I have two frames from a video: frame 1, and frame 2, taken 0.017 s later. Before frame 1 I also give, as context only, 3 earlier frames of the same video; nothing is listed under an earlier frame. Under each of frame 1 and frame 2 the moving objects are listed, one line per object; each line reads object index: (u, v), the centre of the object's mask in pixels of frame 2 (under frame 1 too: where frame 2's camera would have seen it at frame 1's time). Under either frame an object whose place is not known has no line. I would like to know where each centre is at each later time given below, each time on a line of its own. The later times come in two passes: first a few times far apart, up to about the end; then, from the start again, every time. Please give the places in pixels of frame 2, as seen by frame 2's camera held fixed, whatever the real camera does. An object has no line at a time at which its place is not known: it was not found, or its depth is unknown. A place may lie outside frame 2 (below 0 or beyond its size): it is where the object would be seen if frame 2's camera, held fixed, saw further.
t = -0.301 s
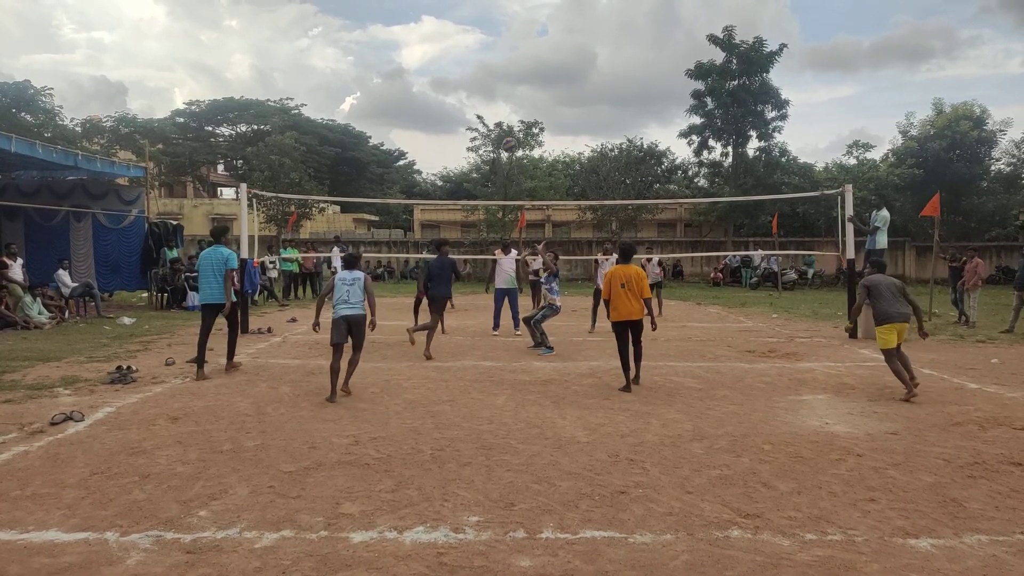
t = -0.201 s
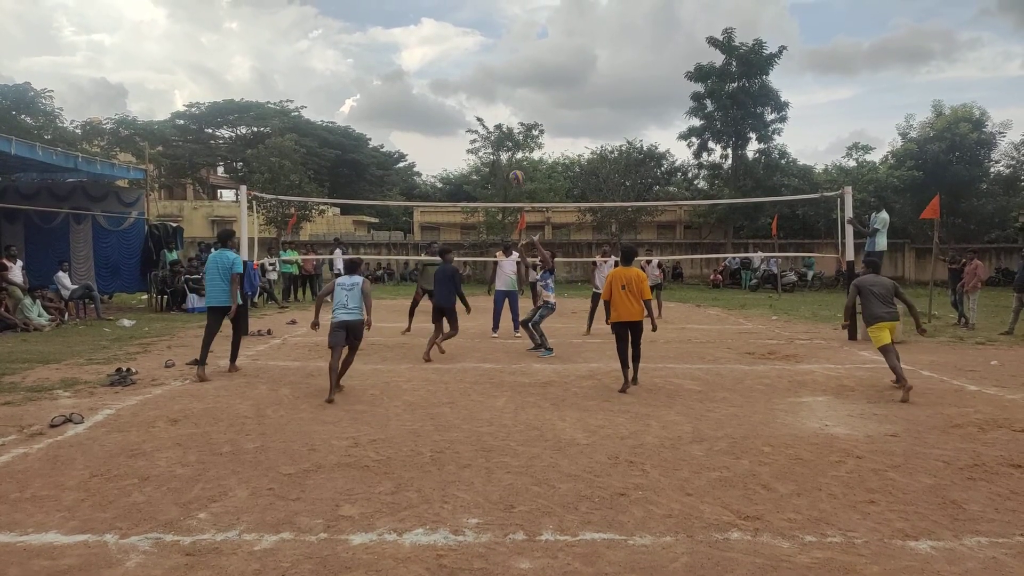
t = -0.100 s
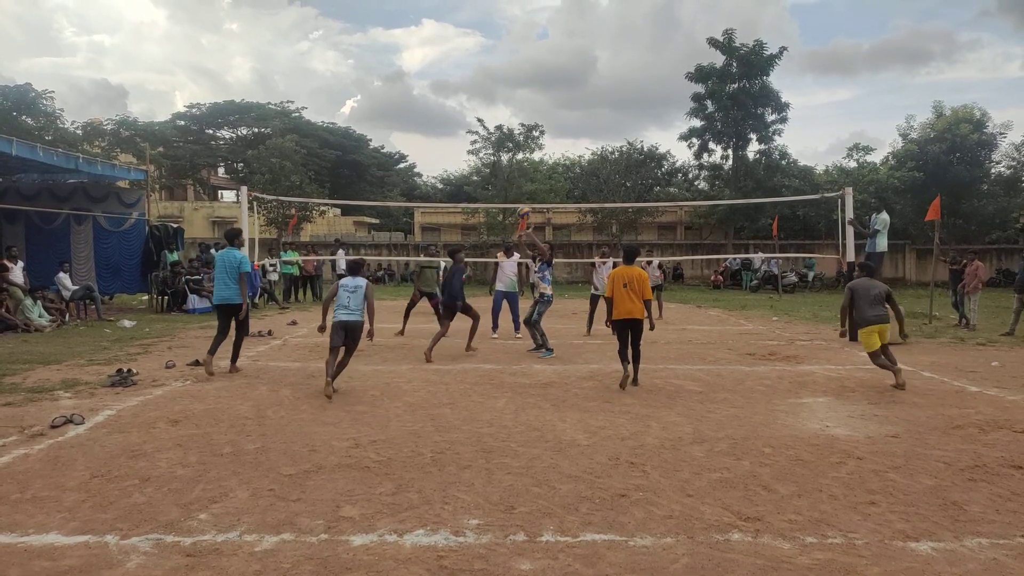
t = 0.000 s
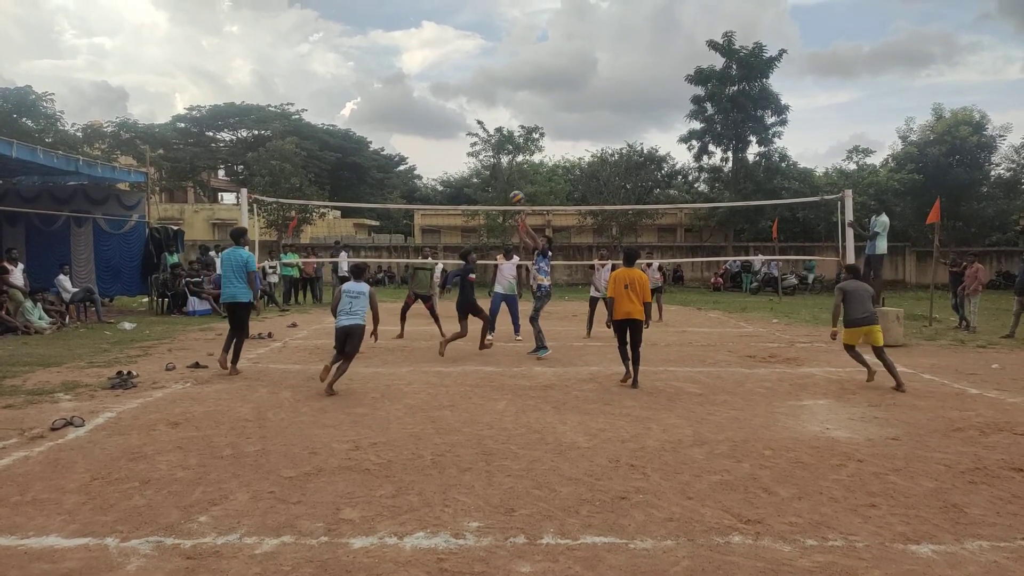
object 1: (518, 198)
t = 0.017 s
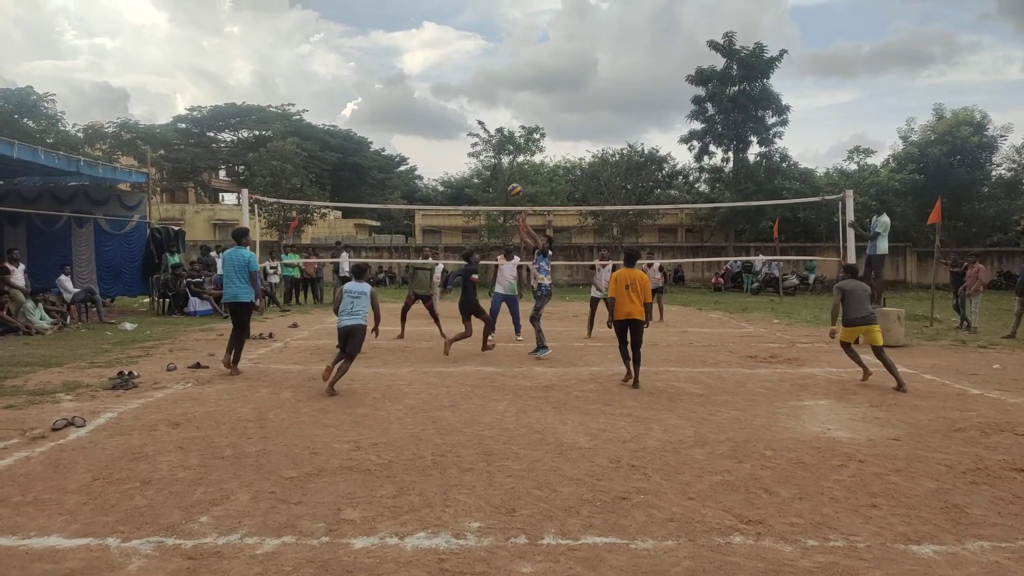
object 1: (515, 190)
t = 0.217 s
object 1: (487, 116)
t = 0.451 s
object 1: (457, 66)
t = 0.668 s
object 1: (430, 53)
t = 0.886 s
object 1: (404, 71)
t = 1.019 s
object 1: (389, 96)
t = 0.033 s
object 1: (513, 183)
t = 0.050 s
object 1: (511, 176)
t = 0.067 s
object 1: (508, 169)
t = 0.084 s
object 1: (505, 163)
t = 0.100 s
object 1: (503, 156)
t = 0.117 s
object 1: (501, 150)
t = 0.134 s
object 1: (499, 143)
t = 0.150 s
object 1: (496, 137)
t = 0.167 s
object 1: (494, 132)
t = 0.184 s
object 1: (492, 127)
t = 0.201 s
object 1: (490, 122)
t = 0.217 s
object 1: (487, 116)
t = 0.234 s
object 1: (485, 112)
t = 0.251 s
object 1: (483, 107)
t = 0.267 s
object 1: (481, 103)
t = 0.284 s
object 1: (479, 98)
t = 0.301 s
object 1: (477, 94)
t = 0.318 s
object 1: (474, 90)
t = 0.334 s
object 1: (472, 87)
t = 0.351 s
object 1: (470, 83)
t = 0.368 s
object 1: (468, 80)
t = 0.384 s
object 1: (466, 77)
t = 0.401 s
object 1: (463, 74)
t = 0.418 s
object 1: (461, 71)
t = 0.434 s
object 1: (459, 69)
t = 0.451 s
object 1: (457, 66)
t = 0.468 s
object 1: (455, 64)
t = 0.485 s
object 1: (453, 62)
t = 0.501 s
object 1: (451, 60)
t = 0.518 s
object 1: (448, 59)
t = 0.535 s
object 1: (446, 58)
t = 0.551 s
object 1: (444, 56)
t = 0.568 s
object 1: (442, 55)
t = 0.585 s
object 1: (440, 54)
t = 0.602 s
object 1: (438, 54)
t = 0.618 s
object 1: (436, 54)
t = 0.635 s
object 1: (434, 53)
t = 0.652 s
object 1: (432, 53)
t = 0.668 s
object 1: (430, 53)
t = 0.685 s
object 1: (428, 54)
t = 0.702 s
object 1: (426, 54)
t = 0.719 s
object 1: (424, 55)
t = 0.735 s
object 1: (422, 56)
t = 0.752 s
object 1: (420, 57)
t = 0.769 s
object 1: (418, 58)
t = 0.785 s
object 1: (416, 59)
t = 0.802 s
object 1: (414, 61)
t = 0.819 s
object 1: (412, 63)
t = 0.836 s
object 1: (410, 64)
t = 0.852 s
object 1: (408, 66)
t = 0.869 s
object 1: (406, 69)
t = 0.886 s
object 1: (404, 71)
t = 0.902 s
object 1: (402, 73)
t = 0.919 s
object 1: (400, 76)
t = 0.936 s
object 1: (398, 79)
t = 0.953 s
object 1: (396, 82)
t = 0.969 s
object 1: (394, 85)
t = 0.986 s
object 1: (392, 89)
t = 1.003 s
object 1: (391, 92)
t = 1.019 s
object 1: (389, 96)
